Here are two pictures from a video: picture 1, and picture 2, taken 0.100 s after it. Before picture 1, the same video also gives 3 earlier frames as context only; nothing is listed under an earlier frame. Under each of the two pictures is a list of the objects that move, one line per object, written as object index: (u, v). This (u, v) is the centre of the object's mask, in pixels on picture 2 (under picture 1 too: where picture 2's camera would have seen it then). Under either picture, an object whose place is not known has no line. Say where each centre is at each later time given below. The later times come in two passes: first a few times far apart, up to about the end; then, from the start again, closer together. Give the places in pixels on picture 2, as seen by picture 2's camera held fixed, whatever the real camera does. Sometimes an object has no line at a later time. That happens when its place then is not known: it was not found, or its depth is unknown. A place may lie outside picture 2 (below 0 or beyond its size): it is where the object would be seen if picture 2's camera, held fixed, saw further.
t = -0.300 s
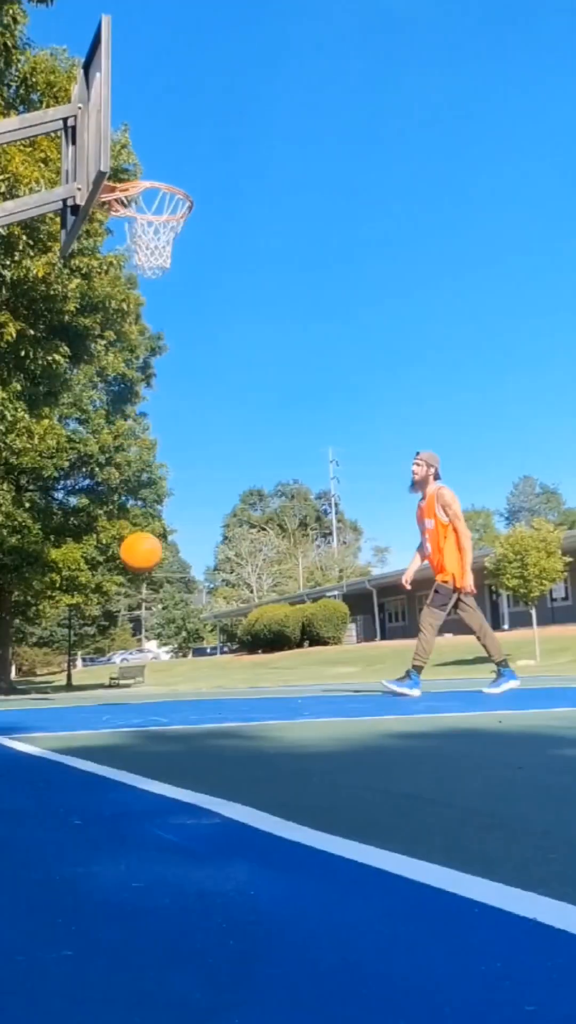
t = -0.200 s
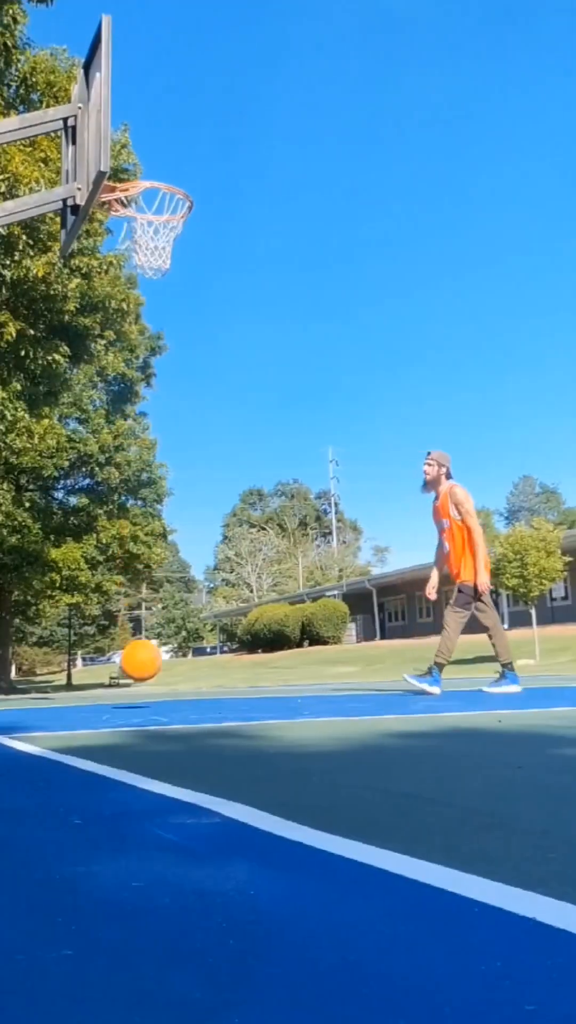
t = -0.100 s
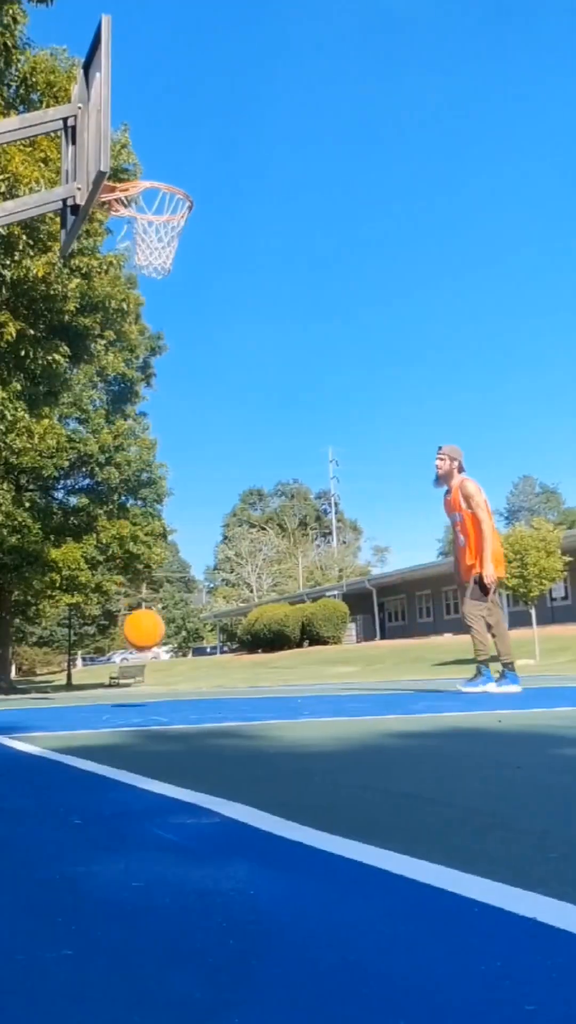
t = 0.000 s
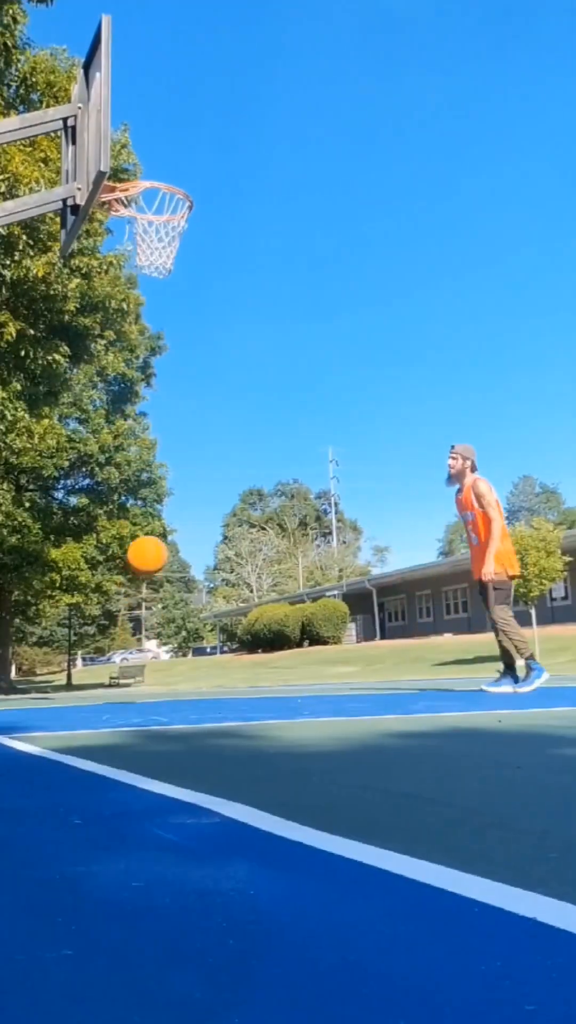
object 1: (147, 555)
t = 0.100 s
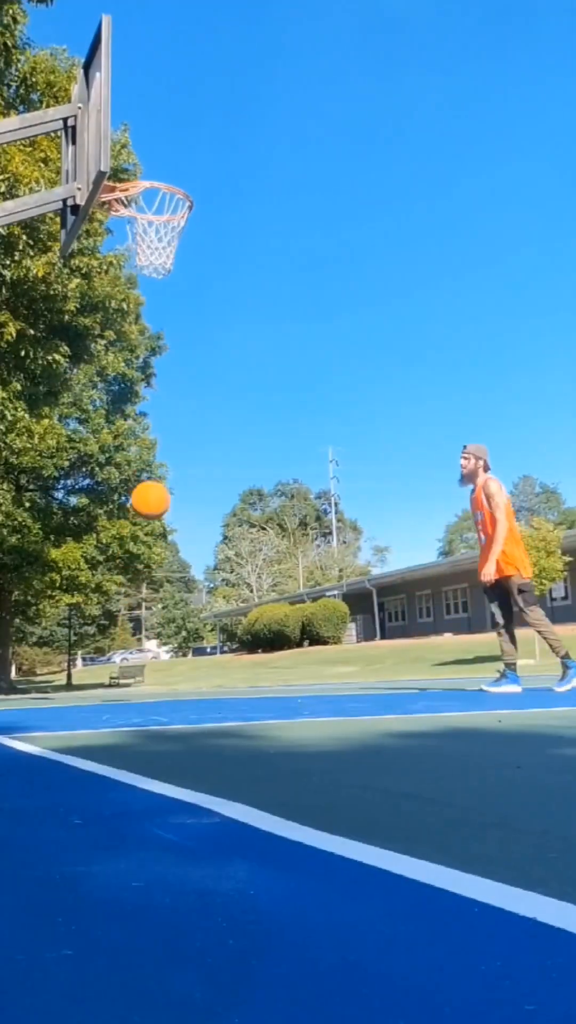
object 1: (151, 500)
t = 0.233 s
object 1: (155, 454)
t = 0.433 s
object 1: (162, 436)
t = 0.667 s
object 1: (171, 491)
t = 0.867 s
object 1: (181, 603)
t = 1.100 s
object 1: (188, 605)
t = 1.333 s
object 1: (194, 535)
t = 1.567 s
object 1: (202, 547)
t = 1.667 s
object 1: (206, 578)
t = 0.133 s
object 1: (151, 486)
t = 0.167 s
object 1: (152, 473)
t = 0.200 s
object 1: (154, 463)
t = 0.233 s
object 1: (155, 454)
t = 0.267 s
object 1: (156, 446)
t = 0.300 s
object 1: (157, 441)
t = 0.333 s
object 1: (158, 437)
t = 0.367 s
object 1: (160, 435)
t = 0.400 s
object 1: (160, 435)
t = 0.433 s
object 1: (162, 436)
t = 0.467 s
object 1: (163, 439)
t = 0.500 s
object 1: (164, 443)
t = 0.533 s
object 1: (166, 450)
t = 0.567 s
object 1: (167, 458)
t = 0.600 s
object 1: (168, 467)
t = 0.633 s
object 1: (170, 478)
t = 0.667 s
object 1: (171, 491)
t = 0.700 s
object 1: (173, 505)
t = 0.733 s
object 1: (174, 521)
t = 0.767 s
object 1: (176, 539)
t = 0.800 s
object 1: (177, 559)
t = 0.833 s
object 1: (178, 580)
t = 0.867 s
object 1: (181, 603)
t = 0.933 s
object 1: (183, 654)
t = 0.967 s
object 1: (185, 683)
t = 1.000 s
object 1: (186, 674)
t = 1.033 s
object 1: (187, 641)
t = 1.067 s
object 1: (188, 622)
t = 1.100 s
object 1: (188, 605)
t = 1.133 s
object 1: (189, 589)
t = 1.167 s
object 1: (190, 576)
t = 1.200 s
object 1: (190, 564)
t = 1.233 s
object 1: (191, 554)
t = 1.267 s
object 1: (192, 546)
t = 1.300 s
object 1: (193, 540)
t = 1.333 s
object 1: (194, 535)
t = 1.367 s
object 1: (195, 532)
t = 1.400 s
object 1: (196, 530)
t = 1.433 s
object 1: (197, 531)
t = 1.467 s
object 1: (198, 532)
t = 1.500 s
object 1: (200, 536)
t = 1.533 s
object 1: (201, 541)
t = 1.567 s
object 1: (202, 547)
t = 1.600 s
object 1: (203, 556)
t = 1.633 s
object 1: (205, 566)
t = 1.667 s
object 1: (206, 578)
